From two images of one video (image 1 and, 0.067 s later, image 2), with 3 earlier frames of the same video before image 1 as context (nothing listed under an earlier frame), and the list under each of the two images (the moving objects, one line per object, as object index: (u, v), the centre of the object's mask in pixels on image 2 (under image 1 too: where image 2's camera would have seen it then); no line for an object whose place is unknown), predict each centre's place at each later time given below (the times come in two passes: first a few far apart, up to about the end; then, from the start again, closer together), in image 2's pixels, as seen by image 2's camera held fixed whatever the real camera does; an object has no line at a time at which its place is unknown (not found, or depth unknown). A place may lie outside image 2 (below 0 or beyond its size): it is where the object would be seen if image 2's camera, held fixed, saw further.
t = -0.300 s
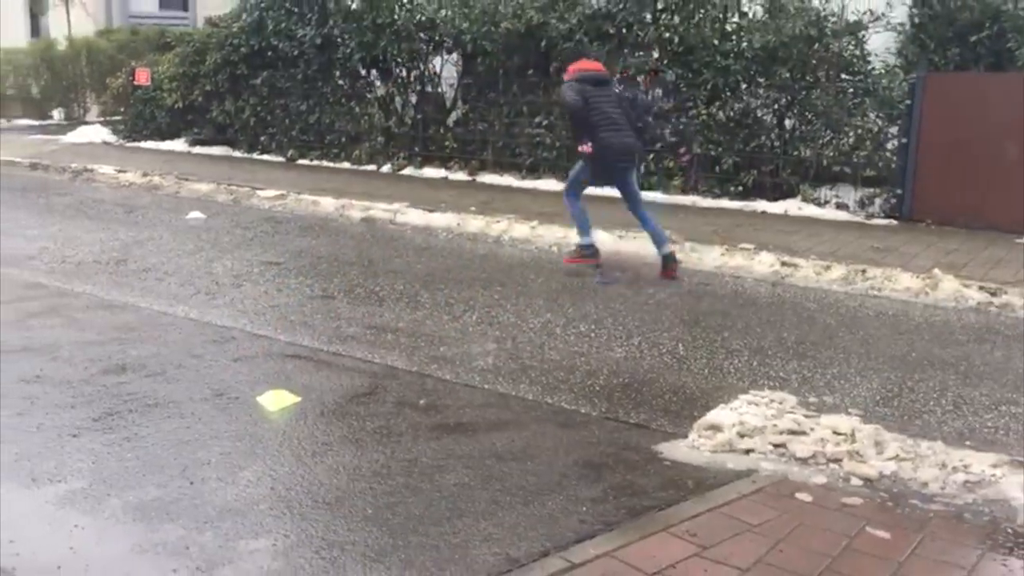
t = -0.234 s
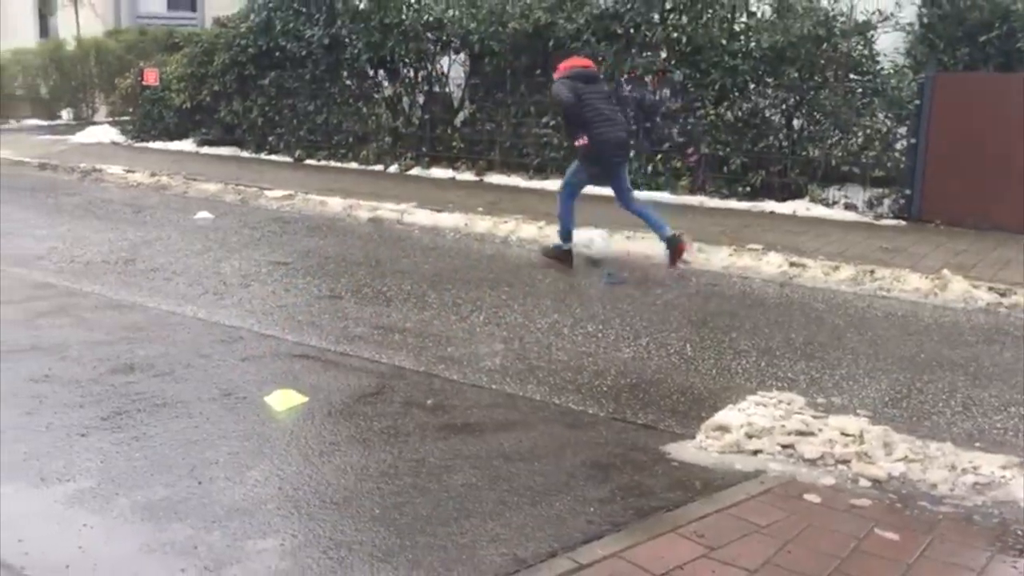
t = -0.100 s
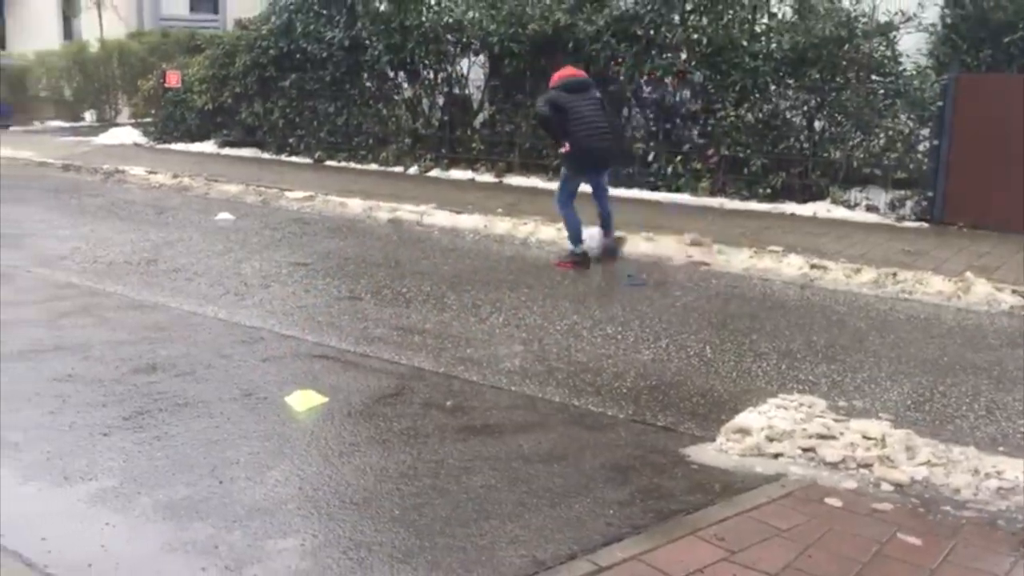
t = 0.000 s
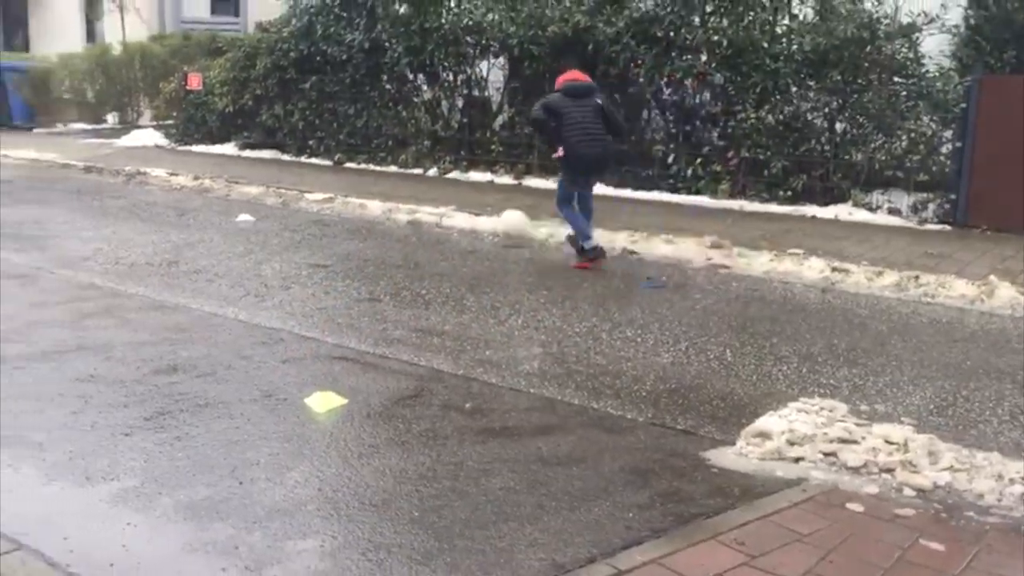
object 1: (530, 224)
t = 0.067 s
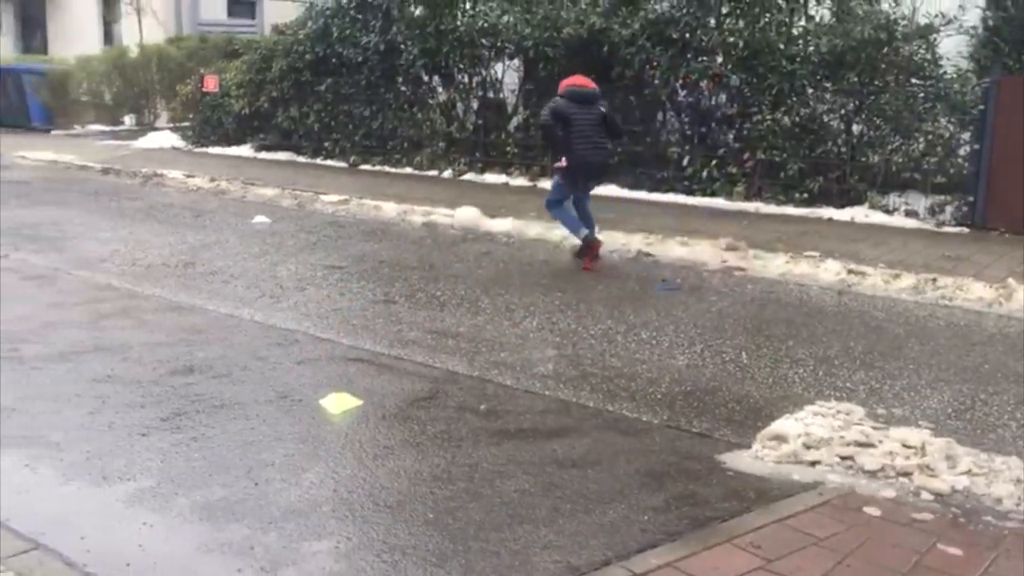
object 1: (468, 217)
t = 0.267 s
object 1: (333, 200)
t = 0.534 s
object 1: (214, 180)
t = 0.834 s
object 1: (117, 172)
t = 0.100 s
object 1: (439, 220)
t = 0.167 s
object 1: (393, 209)
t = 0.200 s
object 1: (372, 206)
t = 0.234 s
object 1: (351, 200)
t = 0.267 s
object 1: (333, 200)
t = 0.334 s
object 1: (295, 202)
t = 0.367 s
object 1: (281, 194)
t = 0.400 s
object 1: (266, 189)
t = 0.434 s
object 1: (252, 186)
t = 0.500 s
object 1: (226, 184)
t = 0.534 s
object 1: (214, 180)
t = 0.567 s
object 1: (201, 183)
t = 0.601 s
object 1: (189, 188)
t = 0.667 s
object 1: (171, 179)
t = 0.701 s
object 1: (157, 178)
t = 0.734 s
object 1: (147, 177)
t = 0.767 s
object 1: (137, 177)
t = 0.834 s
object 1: (117, 172)
